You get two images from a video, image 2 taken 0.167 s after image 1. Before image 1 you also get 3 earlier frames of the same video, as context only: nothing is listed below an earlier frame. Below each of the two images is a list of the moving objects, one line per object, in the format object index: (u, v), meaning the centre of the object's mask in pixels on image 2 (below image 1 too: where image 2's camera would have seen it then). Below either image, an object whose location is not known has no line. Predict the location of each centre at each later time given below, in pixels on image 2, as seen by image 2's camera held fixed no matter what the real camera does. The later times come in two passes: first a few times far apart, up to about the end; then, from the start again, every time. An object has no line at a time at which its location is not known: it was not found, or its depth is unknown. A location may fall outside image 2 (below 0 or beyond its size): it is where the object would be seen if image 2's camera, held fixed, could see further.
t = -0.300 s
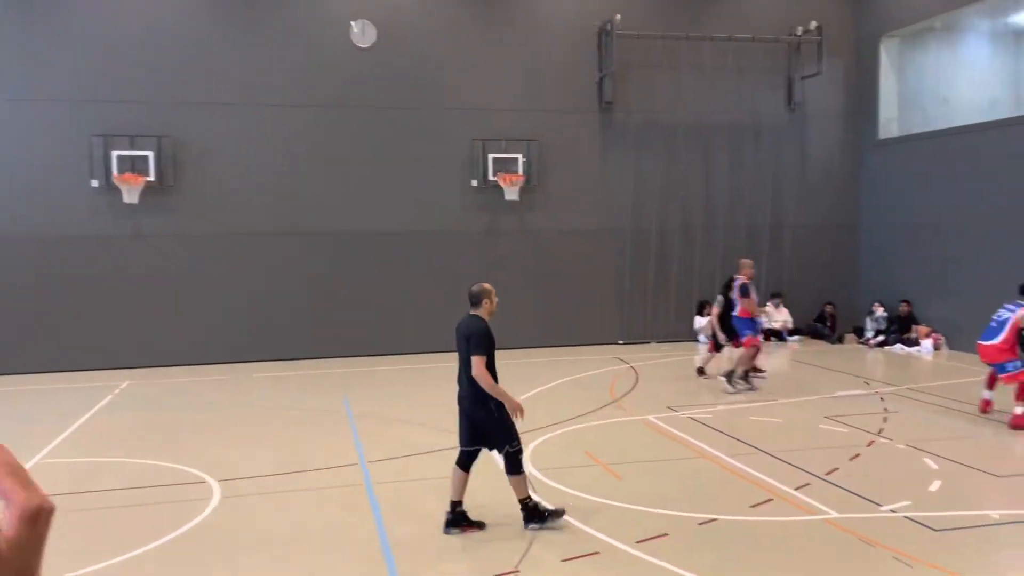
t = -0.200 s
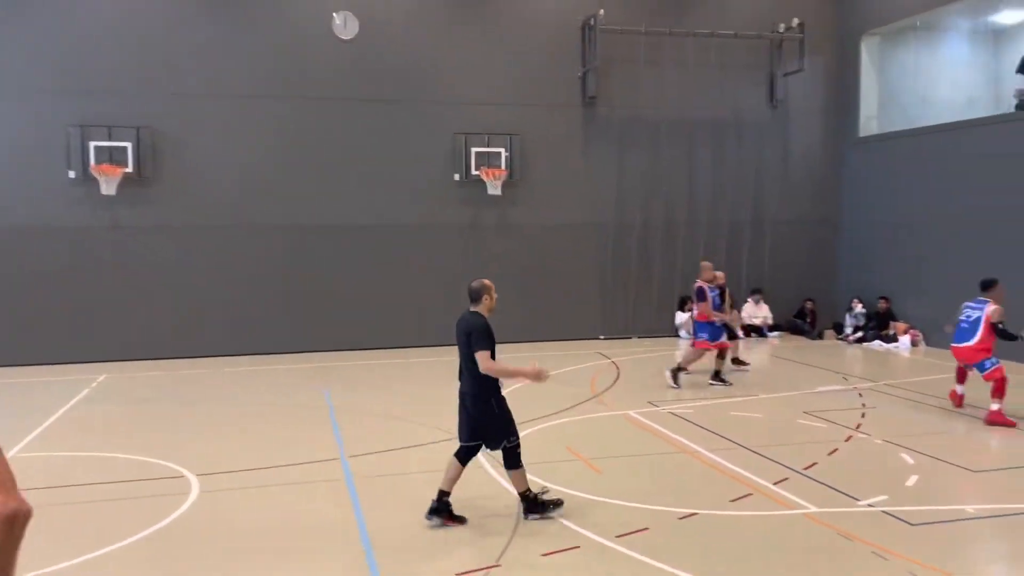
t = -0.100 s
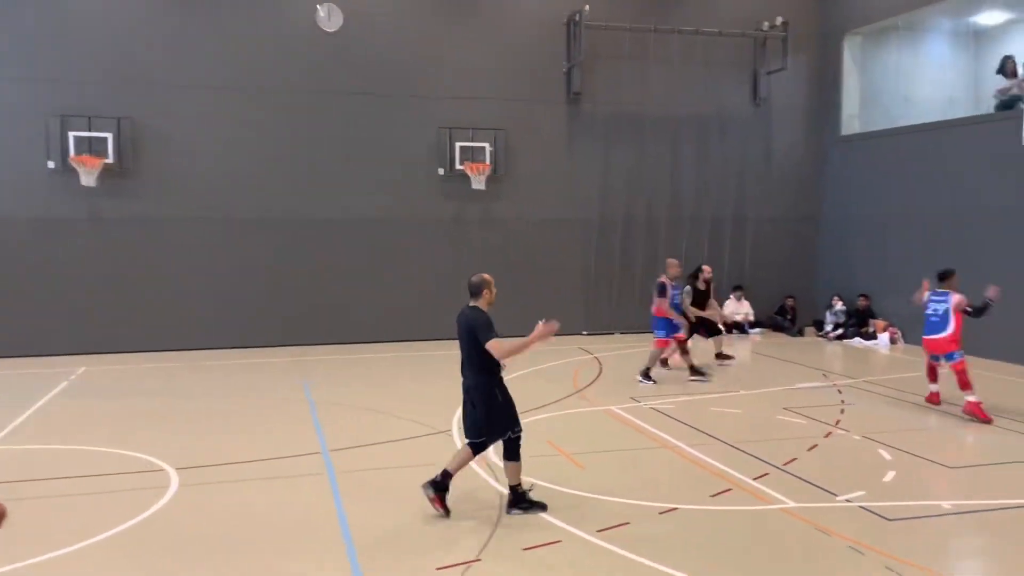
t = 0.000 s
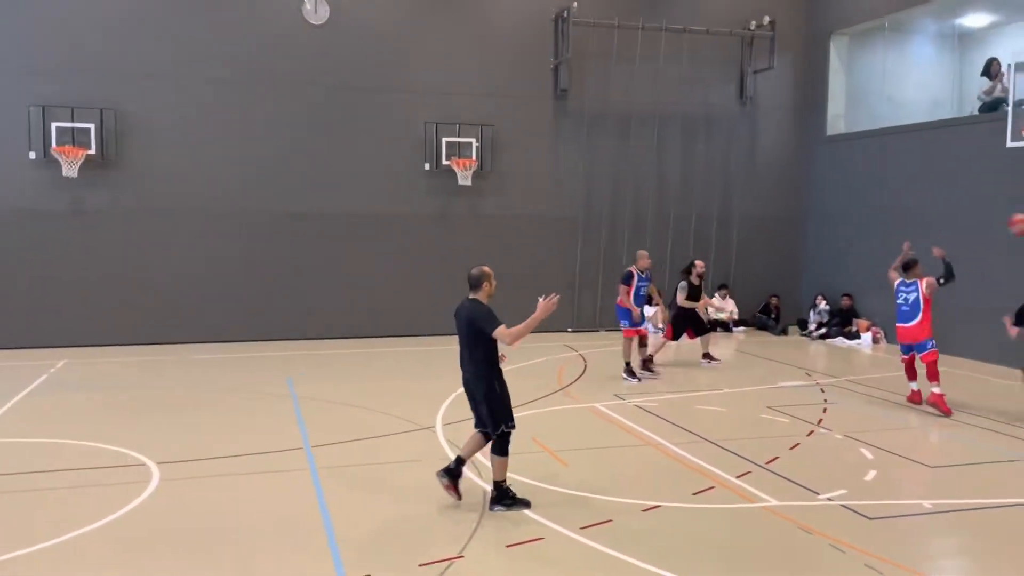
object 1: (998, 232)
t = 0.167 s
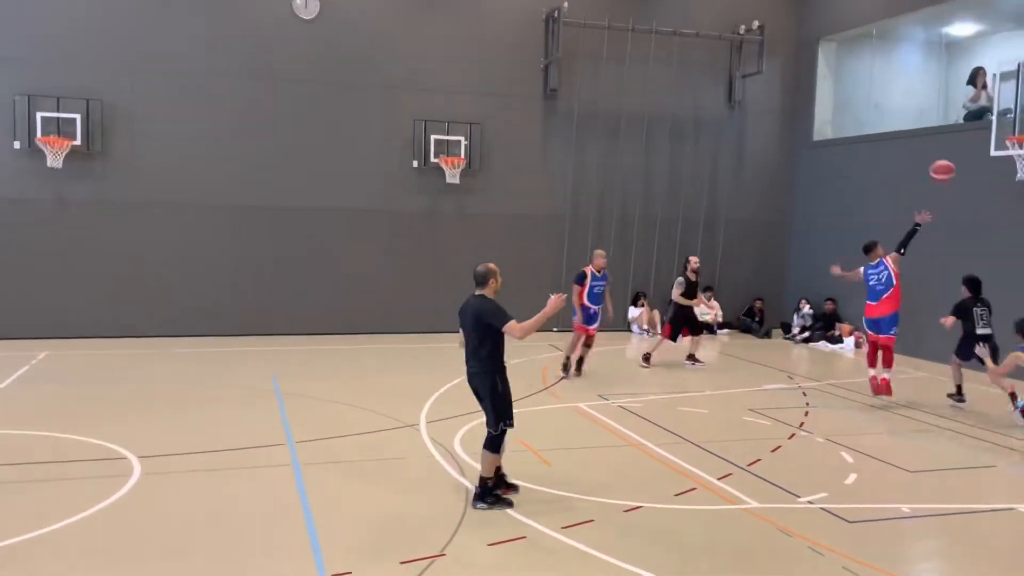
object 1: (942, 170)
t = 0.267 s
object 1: (902, 142)
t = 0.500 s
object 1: (795, 108)
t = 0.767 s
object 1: (645, 134)
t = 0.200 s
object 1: (930, 160)
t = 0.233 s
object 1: (916, 151)
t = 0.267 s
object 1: (902, 142)
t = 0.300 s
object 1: (888, 134)
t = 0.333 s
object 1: (873, 128)
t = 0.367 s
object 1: (858, 123)
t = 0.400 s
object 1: (844, 118)
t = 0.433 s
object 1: (828, 113)
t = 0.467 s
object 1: (811, 110)
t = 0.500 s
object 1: (795, 108)
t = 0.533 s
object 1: (778, 107)
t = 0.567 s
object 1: (761, 107)
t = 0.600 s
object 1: (743, 108)
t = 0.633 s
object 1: (724, 111)
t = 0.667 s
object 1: (705, 115)
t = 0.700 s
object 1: (686, 121)
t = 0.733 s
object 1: (666, 126)
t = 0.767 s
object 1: (645, 134)
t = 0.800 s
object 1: (625, 143)
